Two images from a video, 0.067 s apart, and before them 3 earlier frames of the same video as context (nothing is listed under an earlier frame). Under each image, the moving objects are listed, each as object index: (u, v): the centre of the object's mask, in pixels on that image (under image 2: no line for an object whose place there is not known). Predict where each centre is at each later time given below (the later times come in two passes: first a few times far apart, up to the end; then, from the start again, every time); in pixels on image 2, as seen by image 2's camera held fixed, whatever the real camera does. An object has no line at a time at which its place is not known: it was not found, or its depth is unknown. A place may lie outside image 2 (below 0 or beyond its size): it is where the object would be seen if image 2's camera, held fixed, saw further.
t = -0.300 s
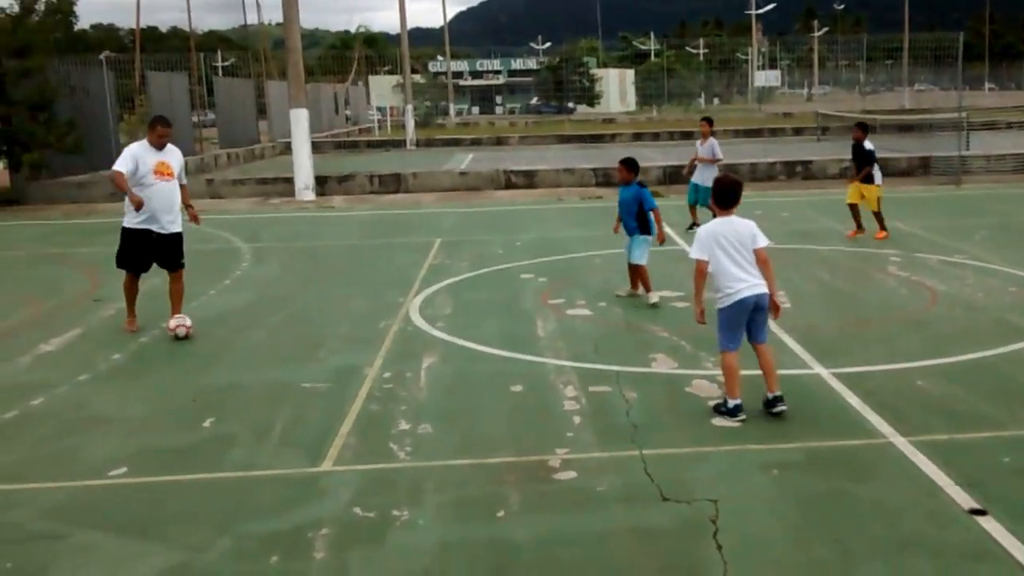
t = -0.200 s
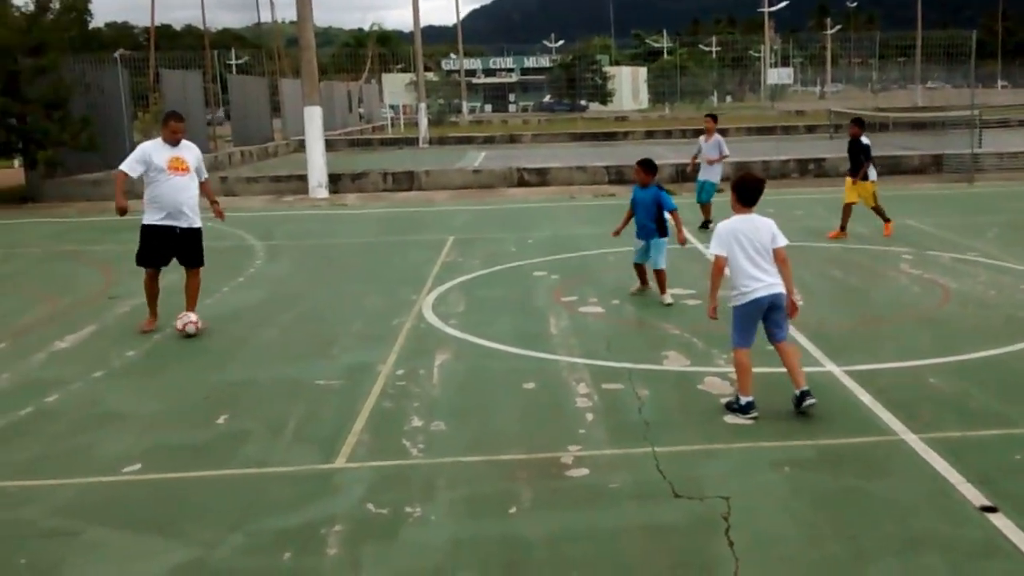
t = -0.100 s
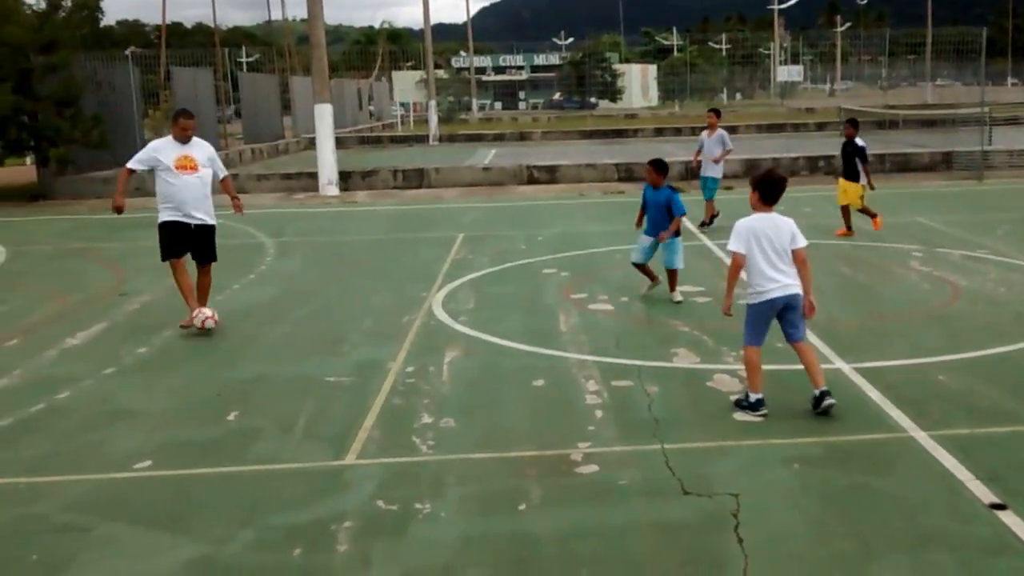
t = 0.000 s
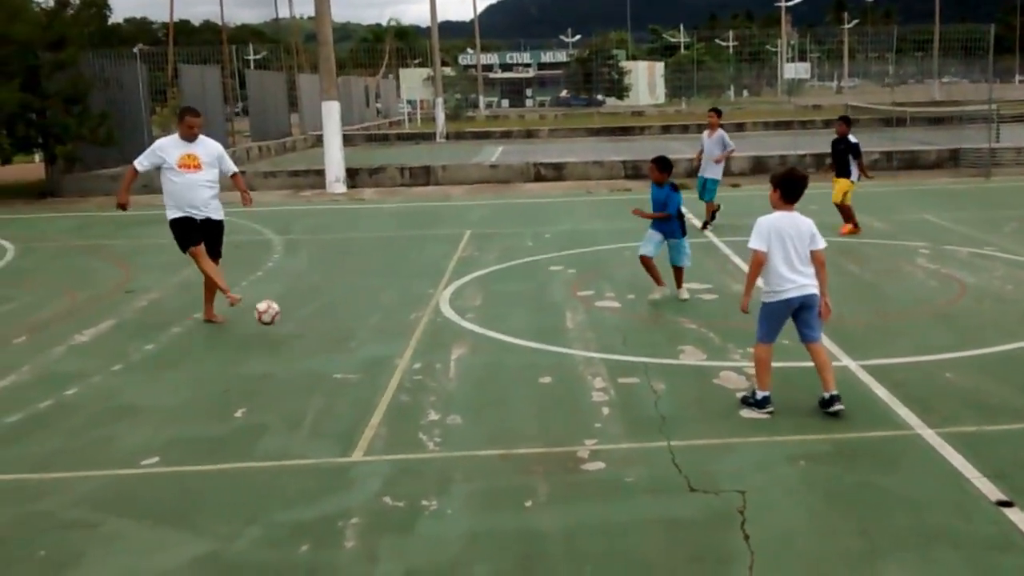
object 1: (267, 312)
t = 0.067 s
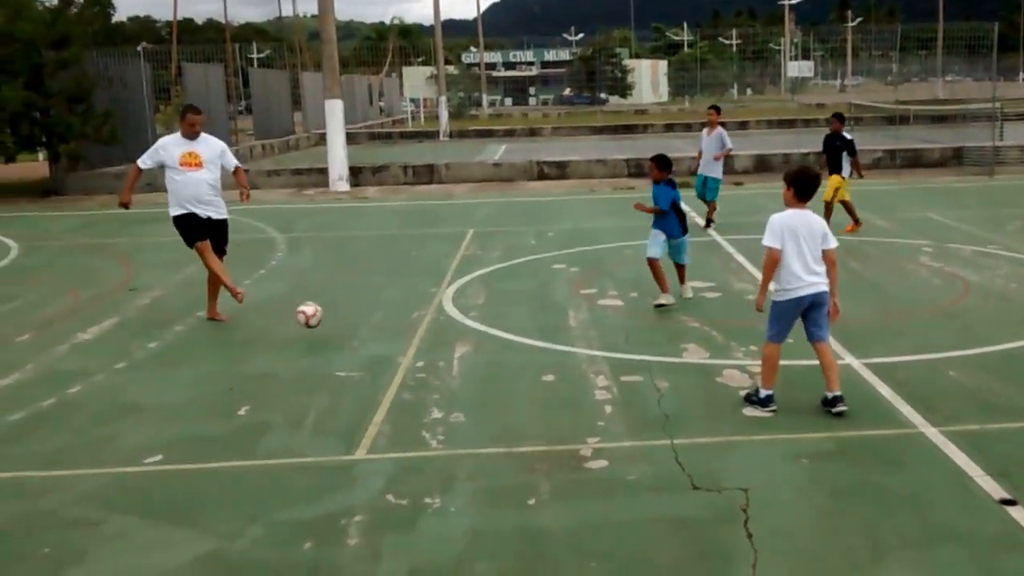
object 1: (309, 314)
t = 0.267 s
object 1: (426, 339)
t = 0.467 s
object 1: (527, 358)
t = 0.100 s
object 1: (329, 319)
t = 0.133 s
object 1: (350, 325)
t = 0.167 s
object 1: (372, 333)
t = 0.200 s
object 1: (393, 339)
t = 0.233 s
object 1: (409, 338)
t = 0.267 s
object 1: (426, 339)
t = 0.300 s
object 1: (443, 342)
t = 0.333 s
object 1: (461, 346)
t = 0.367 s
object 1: (480, 351)
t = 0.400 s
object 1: (497, 353)
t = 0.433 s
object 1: (512, 354)
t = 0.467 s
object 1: (527, 358)
